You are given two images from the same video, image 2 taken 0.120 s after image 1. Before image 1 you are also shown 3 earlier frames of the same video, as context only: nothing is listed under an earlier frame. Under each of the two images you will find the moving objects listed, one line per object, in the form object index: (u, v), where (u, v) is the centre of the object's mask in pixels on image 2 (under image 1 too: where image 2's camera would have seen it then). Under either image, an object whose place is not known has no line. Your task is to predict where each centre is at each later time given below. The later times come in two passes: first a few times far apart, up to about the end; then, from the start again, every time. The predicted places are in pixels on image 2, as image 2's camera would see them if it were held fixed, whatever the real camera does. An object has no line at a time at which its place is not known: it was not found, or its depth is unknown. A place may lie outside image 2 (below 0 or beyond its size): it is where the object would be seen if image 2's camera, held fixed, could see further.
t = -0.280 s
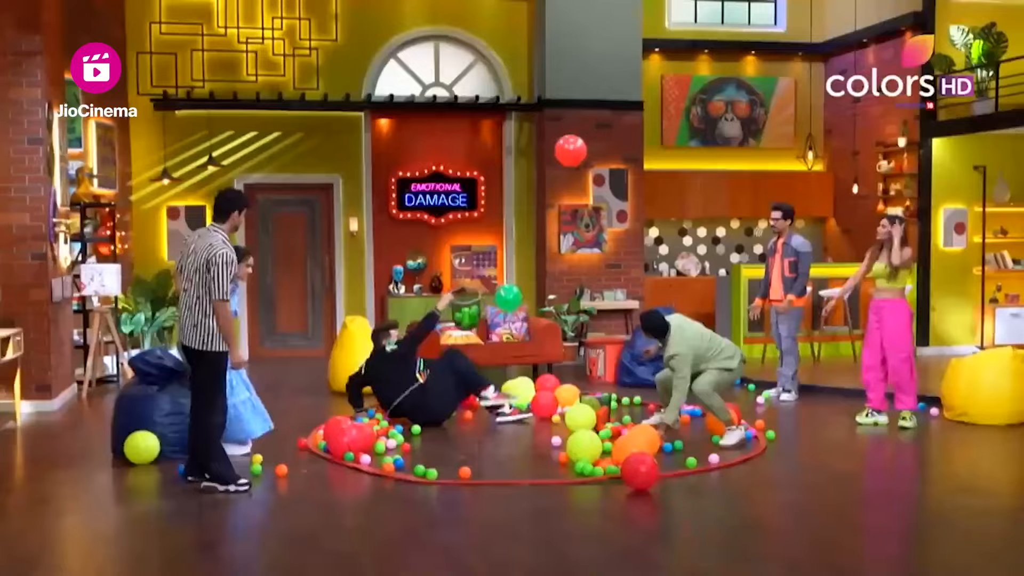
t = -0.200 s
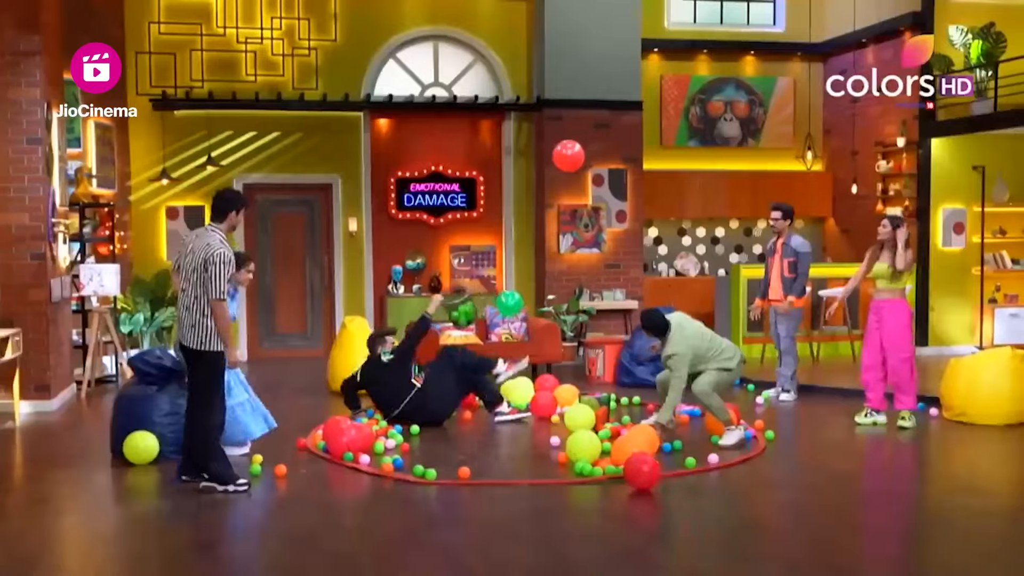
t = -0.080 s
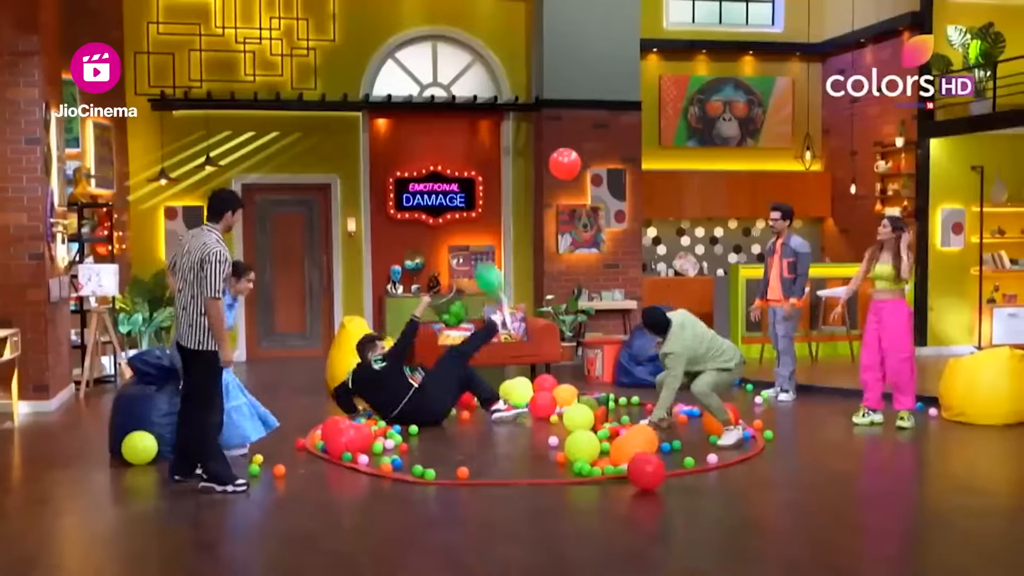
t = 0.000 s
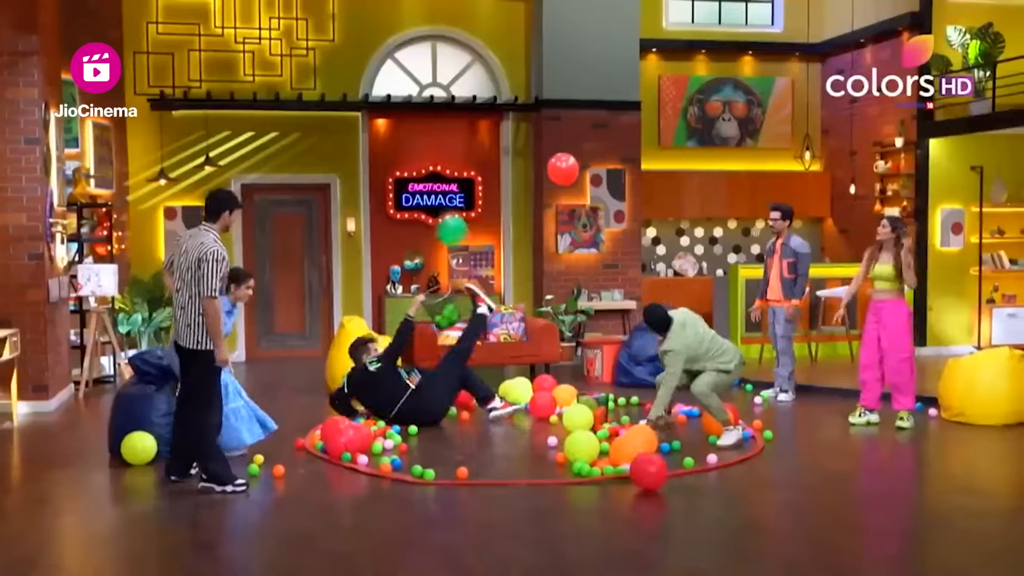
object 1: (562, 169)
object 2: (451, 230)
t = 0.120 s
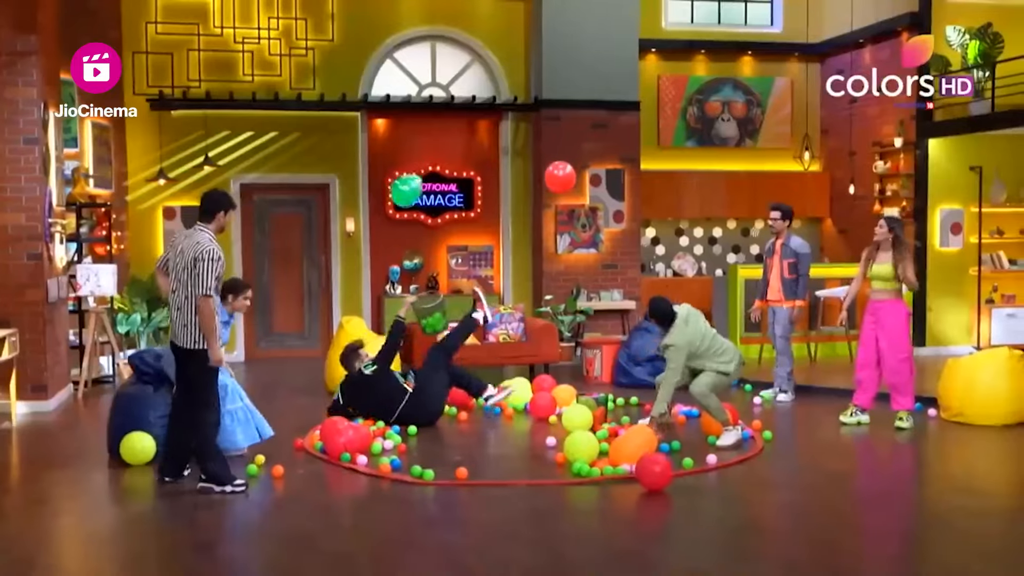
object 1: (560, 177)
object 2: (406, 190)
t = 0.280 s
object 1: (557, 188)
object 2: (366, 174)
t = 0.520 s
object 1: (554, 206)
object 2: (330, 169)
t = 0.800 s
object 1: (551, 227)
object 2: (306, 181)
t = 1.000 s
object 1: (549, 242)
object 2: (293, 193)
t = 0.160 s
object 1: (559, 179)
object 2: (396, 185)
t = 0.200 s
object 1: (558, 183)
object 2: (384, 180)
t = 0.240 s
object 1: (558, 185)
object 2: (376, 177)
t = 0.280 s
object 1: (557, 188)
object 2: (366, 174)
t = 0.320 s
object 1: (557, 190)
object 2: (360, 172)
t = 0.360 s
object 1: (556, 193)
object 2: (352, 170)
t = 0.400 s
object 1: (556, 196)
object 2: (346, 169)
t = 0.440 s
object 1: (555, 200)
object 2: (340, 168)
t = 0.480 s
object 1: (555, 202)
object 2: (336, 169)
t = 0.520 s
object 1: (554, 206)
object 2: (330, 169)
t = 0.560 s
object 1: (554, 209)
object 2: (327, 170)
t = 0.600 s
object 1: (553, 212)
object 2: (322, 171)
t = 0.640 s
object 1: (553, 215)
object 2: (319, 173)
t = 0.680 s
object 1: (552, 218)
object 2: (315, 175)
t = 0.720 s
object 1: (552, 221)
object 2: (312, 176)
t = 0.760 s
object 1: (551, 224)
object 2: (308, 179)
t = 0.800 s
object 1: (551, 227)
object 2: (306, 181)
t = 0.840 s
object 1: (550, 231)
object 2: (302, 183)
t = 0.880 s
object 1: (550, 233)
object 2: (300, 186)
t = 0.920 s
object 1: (550, 237)
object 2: (298, 189)
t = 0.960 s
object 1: (549, 239)
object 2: (296, 190)
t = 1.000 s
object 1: (549, 242)
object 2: (293, 193)
